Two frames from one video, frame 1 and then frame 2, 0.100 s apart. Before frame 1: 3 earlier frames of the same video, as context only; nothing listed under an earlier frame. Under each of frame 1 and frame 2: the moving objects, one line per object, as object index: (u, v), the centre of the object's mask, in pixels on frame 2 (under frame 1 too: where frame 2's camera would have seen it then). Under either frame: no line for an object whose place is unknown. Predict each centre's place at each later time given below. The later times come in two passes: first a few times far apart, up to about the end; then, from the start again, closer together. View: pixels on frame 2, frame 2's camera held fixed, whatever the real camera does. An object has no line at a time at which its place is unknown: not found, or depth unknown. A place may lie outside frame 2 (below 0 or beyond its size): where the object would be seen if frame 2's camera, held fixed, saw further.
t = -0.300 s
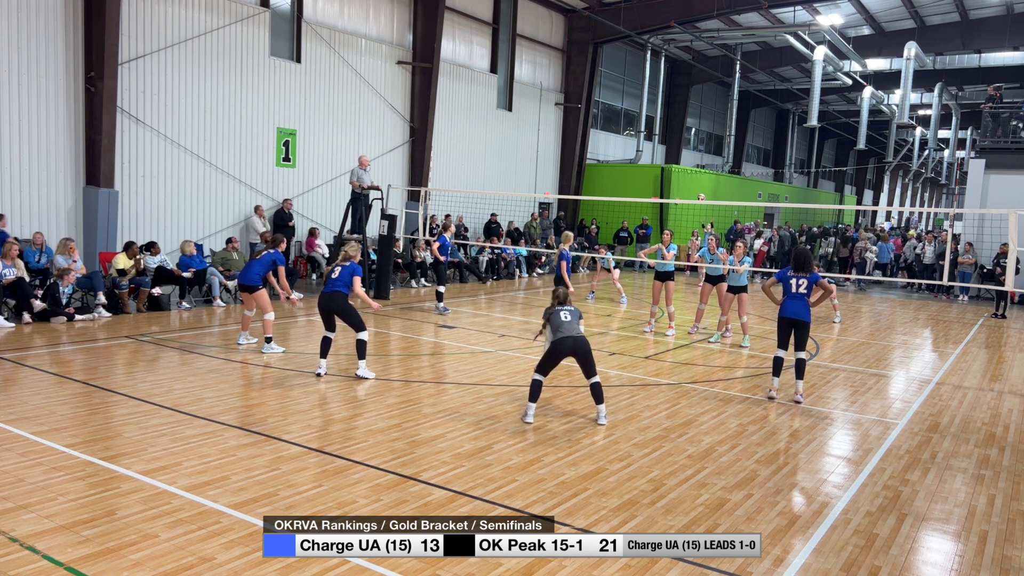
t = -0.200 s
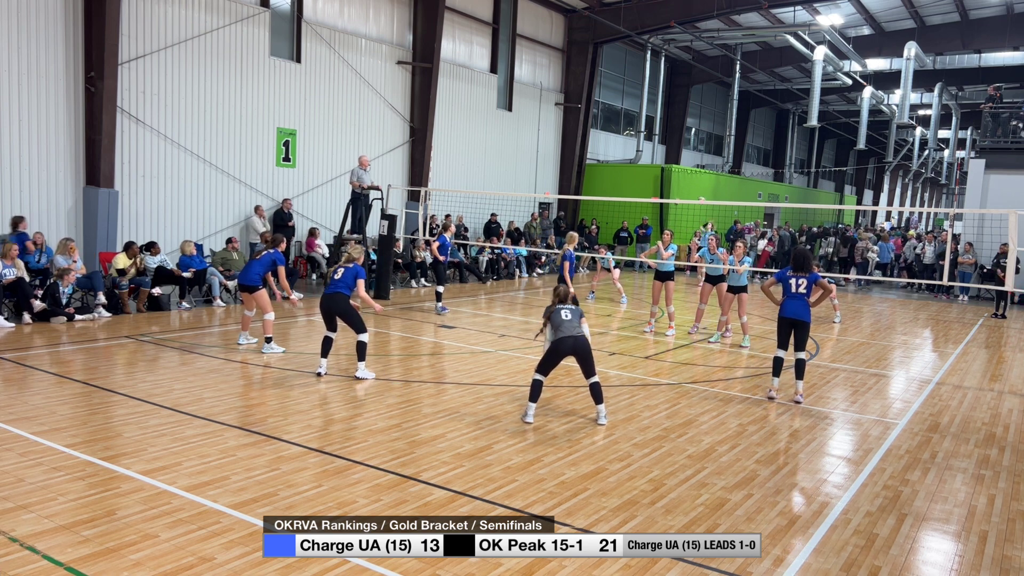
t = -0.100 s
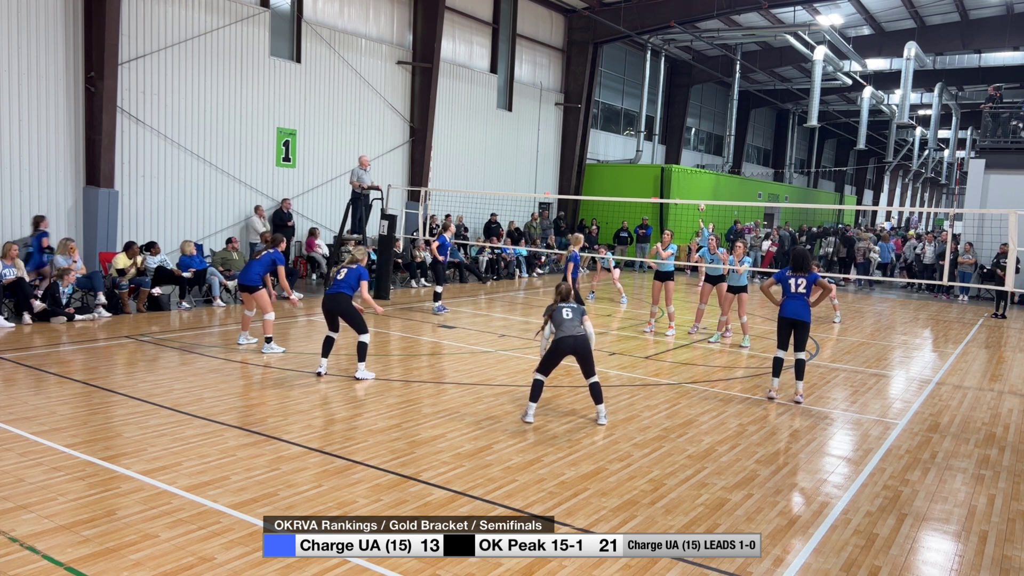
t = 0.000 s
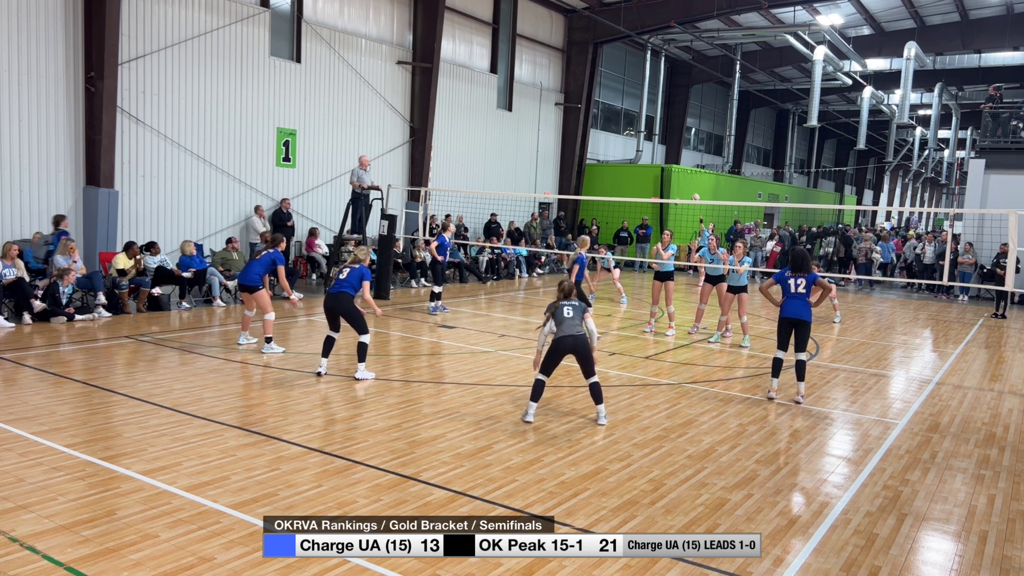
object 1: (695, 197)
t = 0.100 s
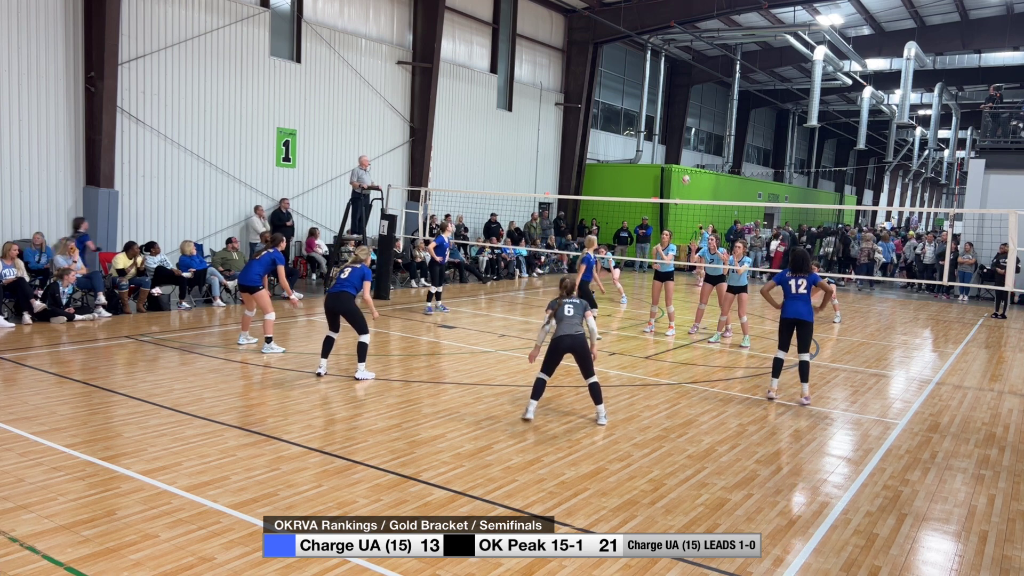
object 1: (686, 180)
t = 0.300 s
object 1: (661, 144)
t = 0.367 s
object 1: (651, 135)
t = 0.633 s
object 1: (603, 104)
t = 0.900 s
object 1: (530, 114)
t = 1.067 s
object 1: (464, 154)
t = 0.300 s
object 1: (661, 144)
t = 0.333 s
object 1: (656, 139)
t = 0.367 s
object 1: (651, 135)
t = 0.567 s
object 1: (617, 109)
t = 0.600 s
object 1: (611, 106)
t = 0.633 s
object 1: (603, 104)
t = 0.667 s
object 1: (596, 102)
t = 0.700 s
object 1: (588, 101)
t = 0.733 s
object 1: (579, 102)
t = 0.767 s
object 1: (571, 102)
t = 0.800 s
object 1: (562, 103)
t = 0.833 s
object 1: (553, 105)
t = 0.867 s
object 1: (542, 109)
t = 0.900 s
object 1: (530, 114)
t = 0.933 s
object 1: (519, 119)
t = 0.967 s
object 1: (507, 126)
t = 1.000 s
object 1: (493, 133)
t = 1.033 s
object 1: (480, 143)
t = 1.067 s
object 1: (464, 154)
